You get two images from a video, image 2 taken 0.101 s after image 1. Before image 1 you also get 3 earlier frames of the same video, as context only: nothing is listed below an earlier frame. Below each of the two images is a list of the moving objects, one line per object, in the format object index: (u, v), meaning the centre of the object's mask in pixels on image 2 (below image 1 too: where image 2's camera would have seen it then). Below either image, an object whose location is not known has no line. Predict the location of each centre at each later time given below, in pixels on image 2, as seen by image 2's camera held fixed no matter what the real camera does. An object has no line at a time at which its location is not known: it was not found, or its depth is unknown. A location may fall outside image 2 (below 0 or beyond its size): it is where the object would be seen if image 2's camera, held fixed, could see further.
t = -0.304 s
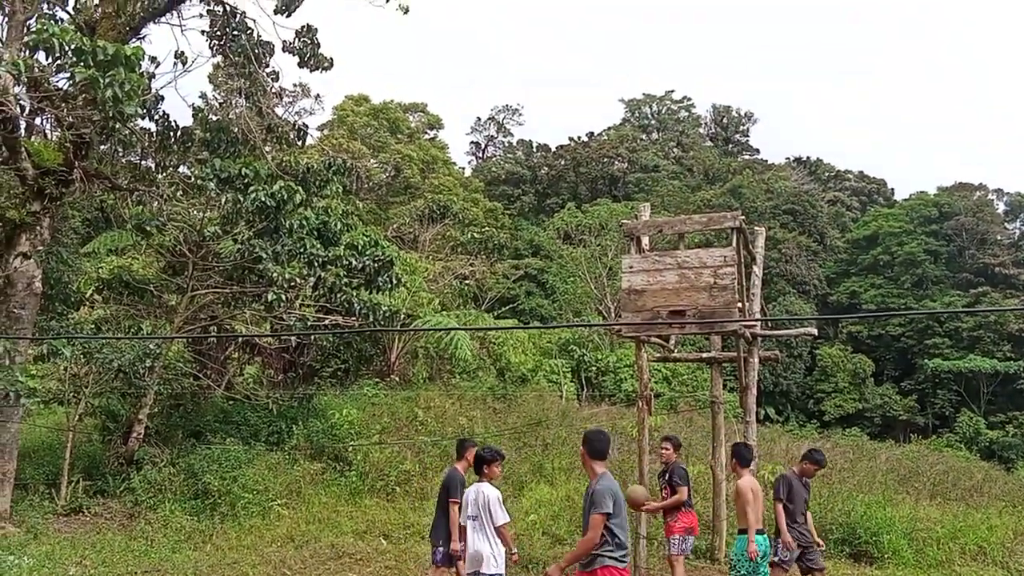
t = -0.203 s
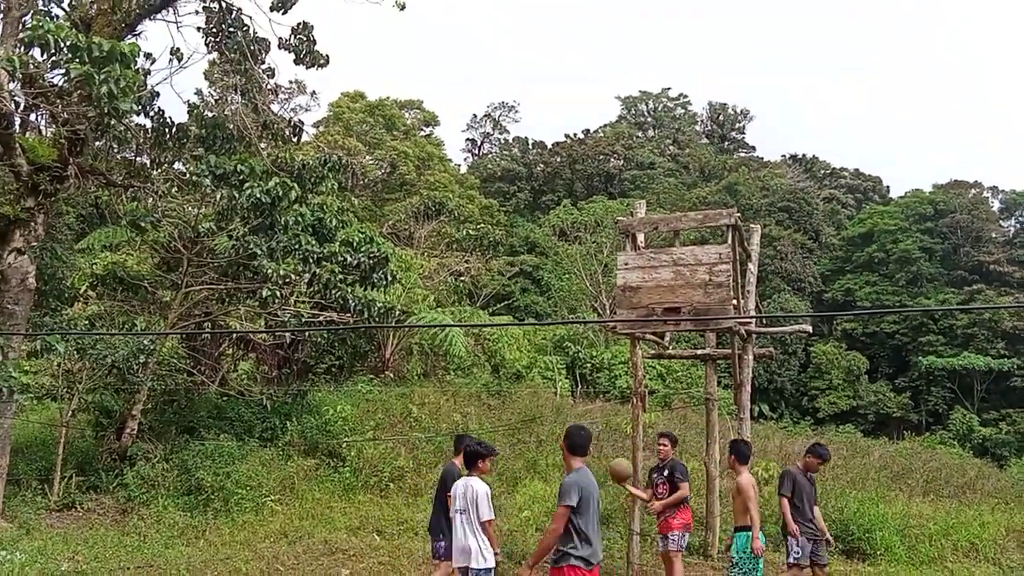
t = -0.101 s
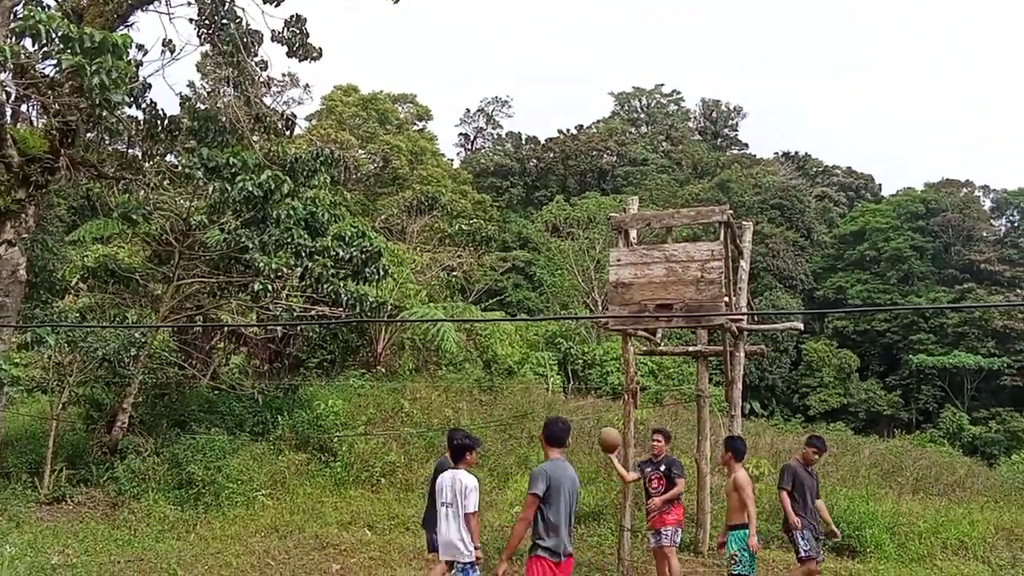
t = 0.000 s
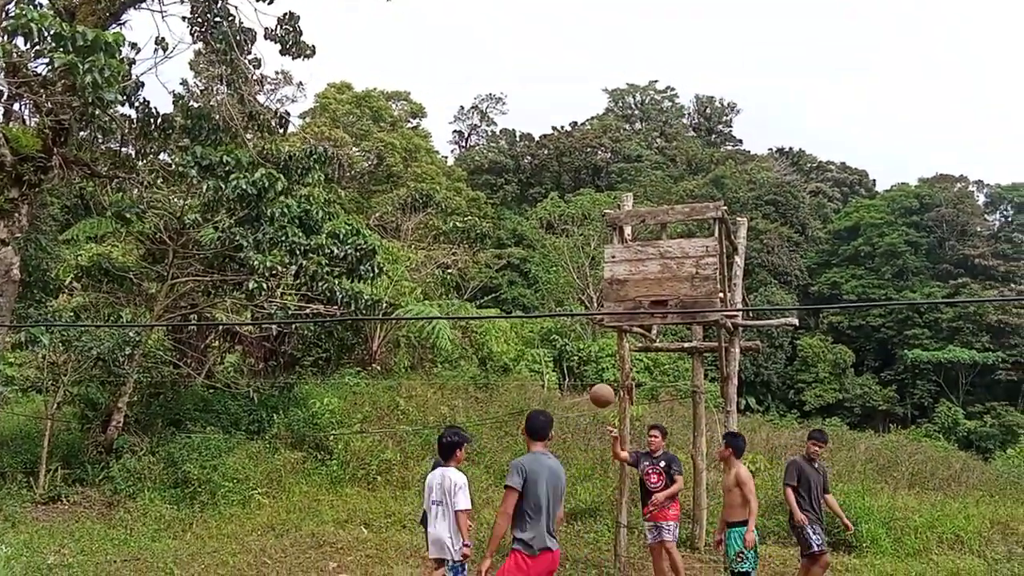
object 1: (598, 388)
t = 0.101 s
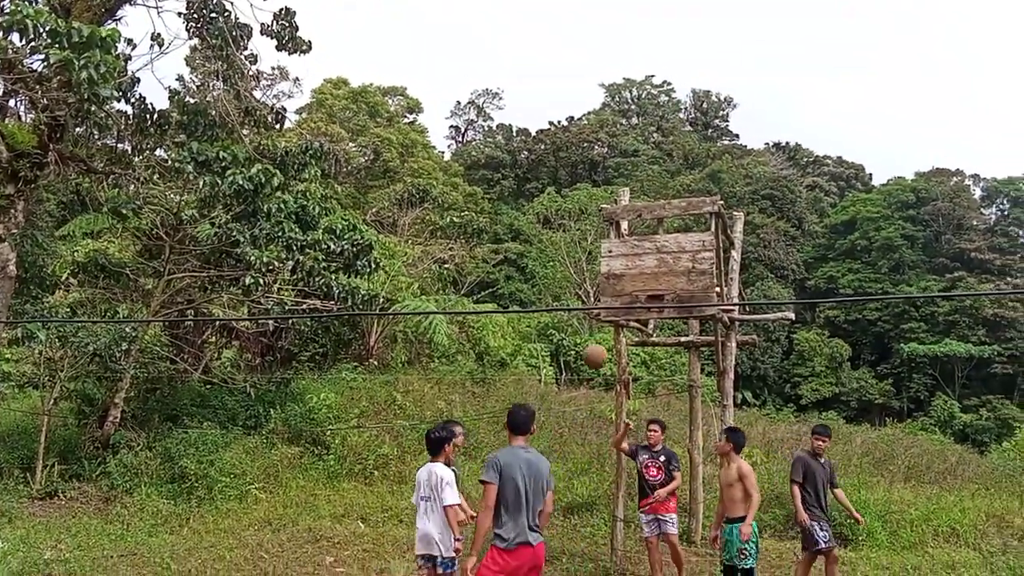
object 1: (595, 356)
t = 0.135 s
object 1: (594, 347)
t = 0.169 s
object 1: (593, 340)
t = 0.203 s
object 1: (593, 333)
